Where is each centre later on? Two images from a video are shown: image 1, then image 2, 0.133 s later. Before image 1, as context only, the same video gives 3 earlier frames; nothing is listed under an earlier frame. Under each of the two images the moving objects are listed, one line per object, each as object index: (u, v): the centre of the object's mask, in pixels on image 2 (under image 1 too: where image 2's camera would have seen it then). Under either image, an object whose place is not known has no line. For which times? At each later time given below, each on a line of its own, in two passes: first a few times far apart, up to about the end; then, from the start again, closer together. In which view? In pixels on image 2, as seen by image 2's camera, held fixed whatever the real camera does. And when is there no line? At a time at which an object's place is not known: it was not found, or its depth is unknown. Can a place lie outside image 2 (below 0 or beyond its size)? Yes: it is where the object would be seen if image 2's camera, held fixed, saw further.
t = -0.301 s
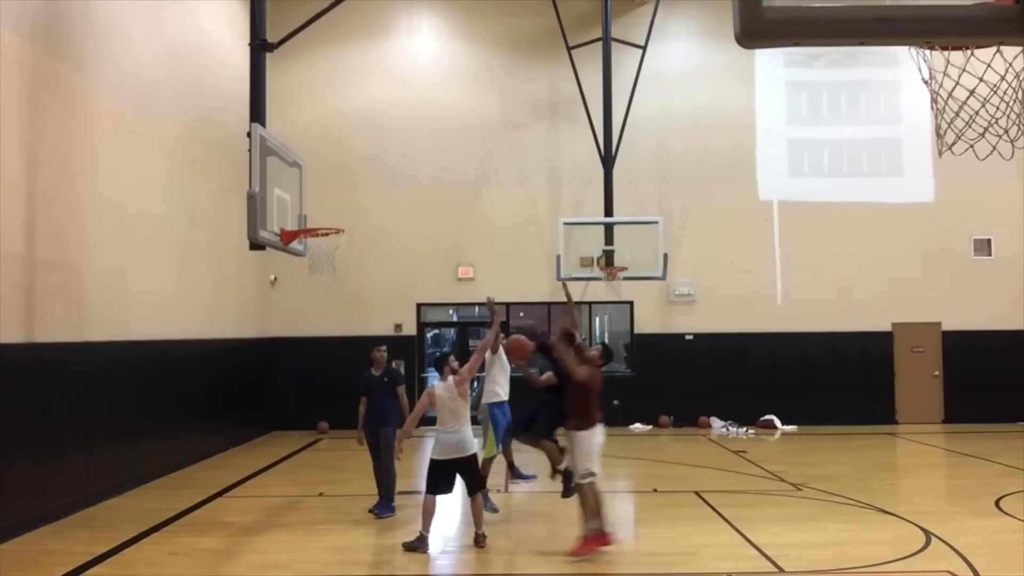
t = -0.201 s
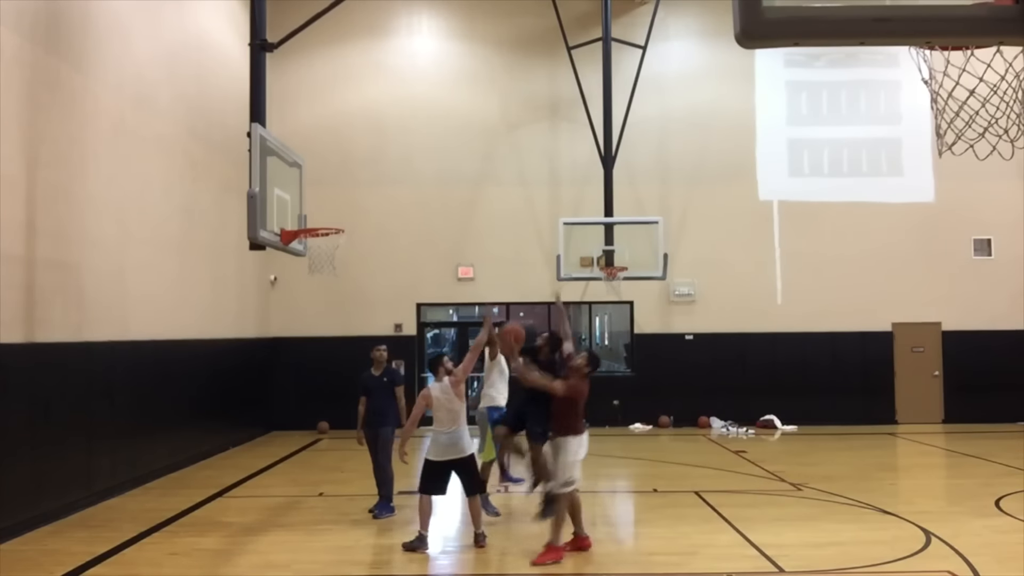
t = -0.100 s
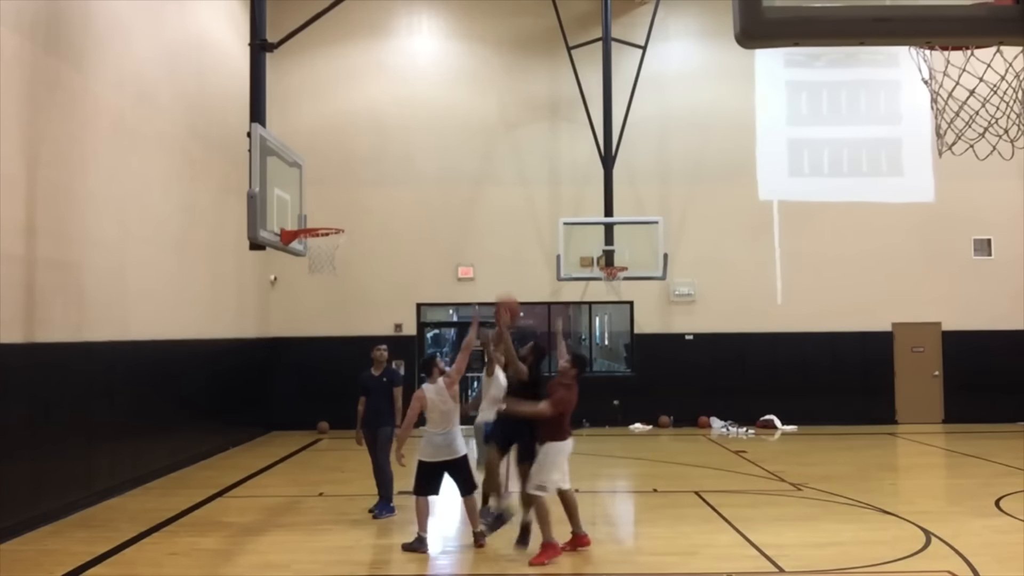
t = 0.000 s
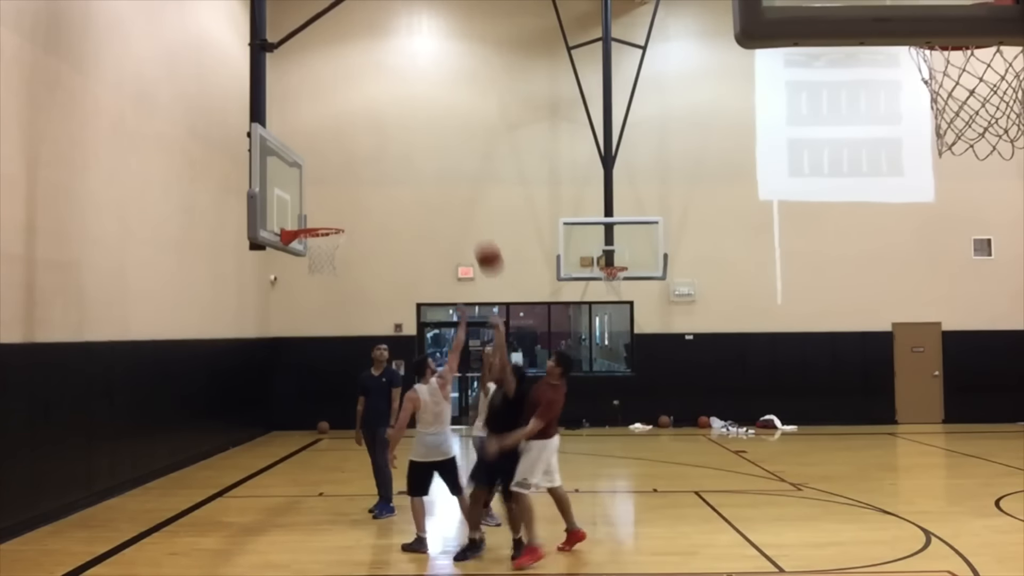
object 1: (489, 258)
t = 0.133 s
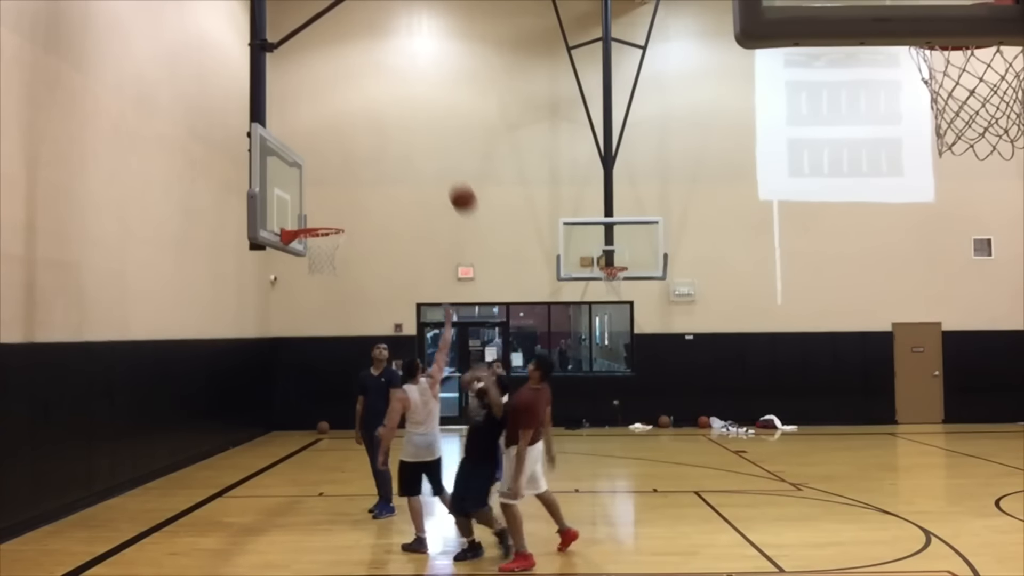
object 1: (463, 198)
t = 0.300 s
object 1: (432, 153)
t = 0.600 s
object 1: (382, 145)
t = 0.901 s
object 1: (337, 219)
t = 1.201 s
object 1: (314, 222)
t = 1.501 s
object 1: (336, 260)
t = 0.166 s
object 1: (456, 186)
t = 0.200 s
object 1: (450, 176)
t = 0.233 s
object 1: (444, 167)
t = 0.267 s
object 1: (438, 160)
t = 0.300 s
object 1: (432, 153)
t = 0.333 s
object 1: (427, 148)
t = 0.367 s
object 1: (421, 143)
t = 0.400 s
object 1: (415, 140)
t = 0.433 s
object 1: (409, 138)
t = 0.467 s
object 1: (404, 137)
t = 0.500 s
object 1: (398, 138)
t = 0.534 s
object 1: (393, 139)
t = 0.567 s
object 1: (387, 141)
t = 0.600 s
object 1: (382, 145)
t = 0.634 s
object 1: (377, 149)
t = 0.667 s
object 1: (372, 154)
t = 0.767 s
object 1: (357, 176)
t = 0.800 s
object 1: (352, 186)
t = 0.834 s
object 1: (347, 196)
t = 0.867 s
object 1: (342, 207)
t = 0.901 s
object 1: (337, 219)
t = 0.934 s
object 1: (333, 219)
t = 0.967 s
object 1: (329, 219)
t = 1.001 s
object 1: (325, 220)
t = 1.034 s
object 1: (320, 220)
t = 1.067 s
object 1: (316, 222)
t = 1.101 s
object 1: (315, 222)
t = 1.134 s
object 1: (315, 222)
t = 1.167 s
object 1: (315, 221)
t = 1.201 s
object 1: (314, 222)
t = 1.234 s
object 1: (315, 223)
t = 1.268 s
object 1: (318, 229)
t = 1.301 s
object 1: (321, 232)
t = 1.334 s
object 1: (324, 235)
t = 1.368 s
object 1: (328, 241)
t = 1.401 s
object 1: (331, 245)
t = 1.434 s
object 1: (333, 250)
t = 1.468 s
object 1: (335, 256)
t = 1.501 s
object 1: (336, 260)
